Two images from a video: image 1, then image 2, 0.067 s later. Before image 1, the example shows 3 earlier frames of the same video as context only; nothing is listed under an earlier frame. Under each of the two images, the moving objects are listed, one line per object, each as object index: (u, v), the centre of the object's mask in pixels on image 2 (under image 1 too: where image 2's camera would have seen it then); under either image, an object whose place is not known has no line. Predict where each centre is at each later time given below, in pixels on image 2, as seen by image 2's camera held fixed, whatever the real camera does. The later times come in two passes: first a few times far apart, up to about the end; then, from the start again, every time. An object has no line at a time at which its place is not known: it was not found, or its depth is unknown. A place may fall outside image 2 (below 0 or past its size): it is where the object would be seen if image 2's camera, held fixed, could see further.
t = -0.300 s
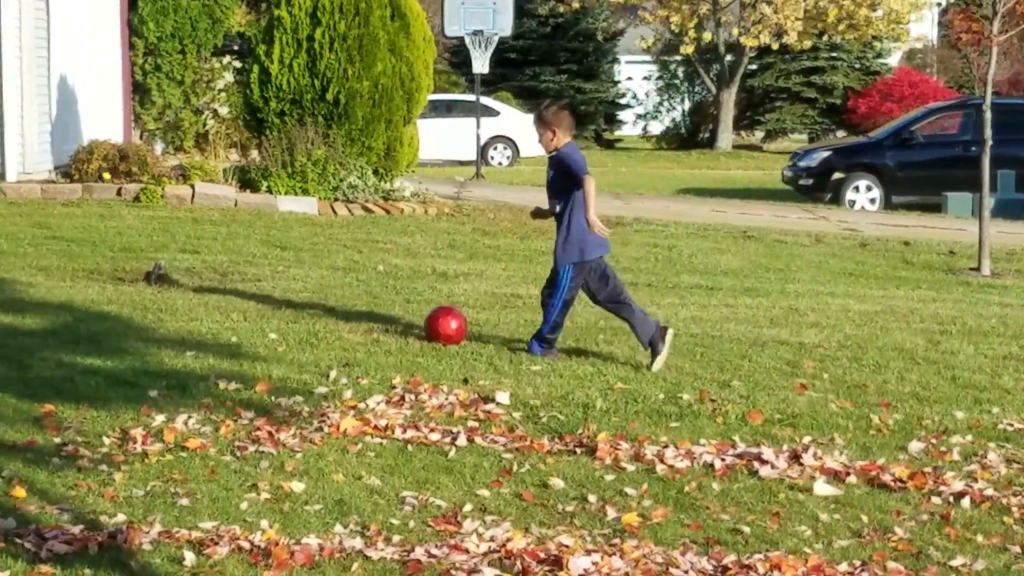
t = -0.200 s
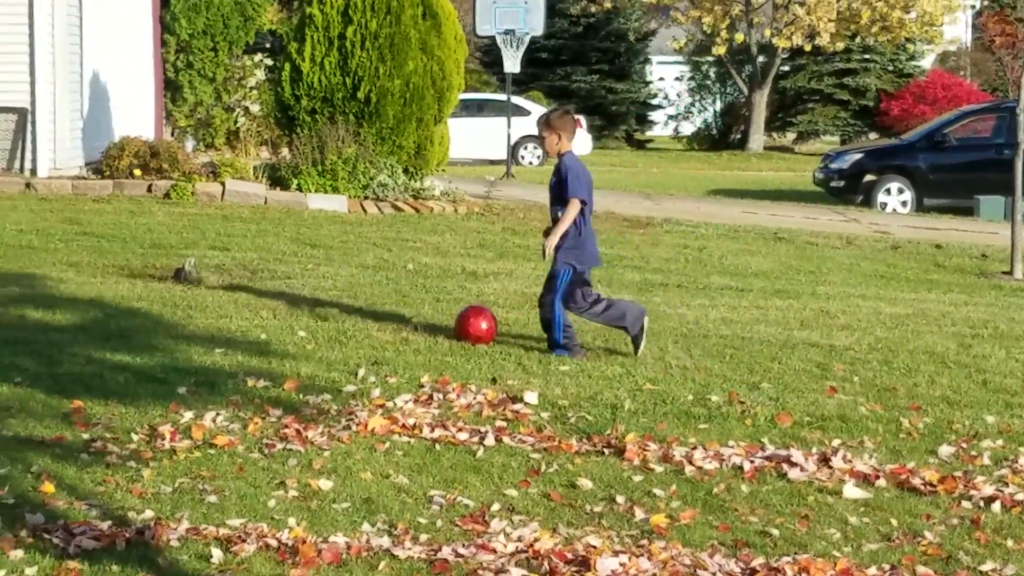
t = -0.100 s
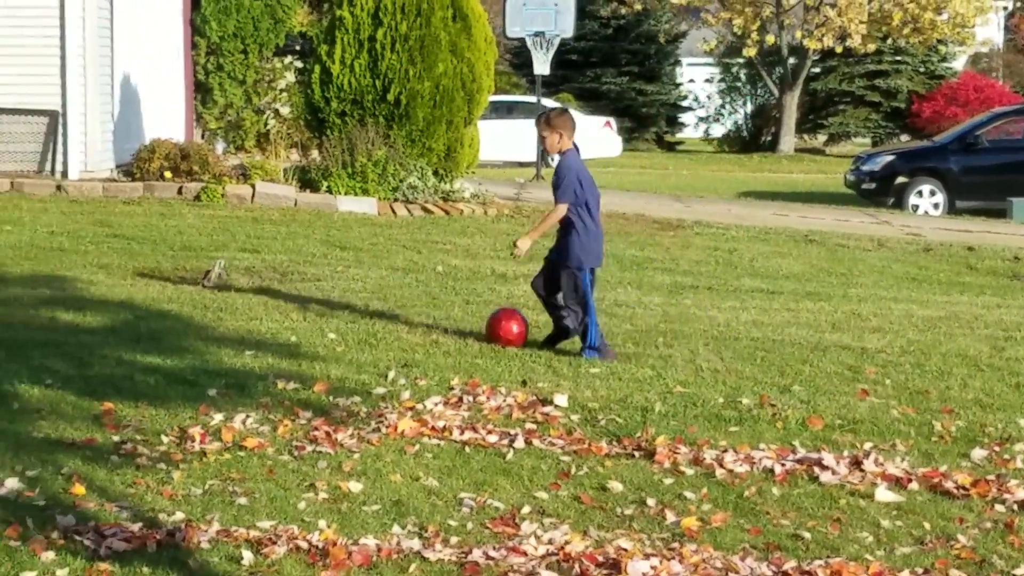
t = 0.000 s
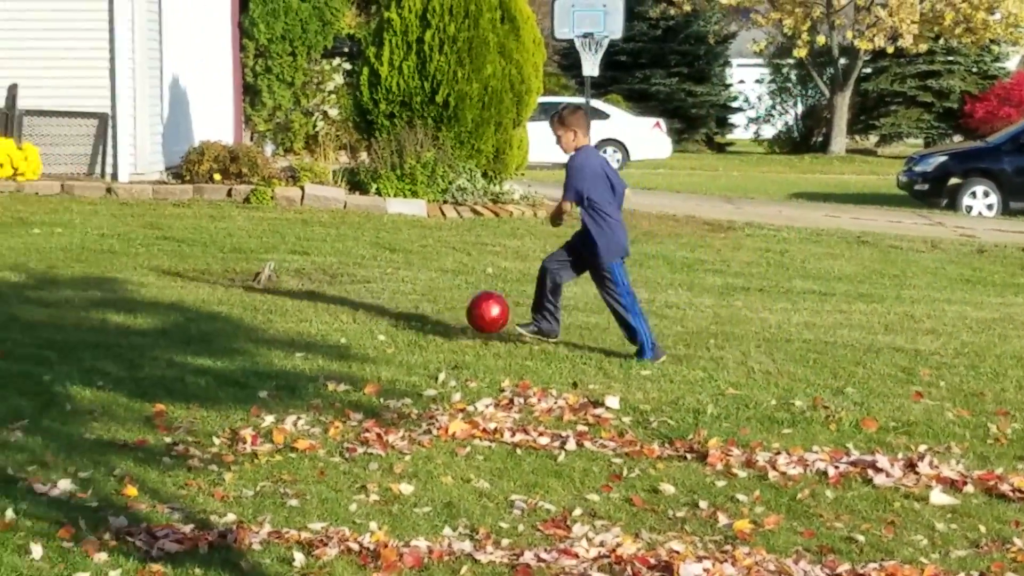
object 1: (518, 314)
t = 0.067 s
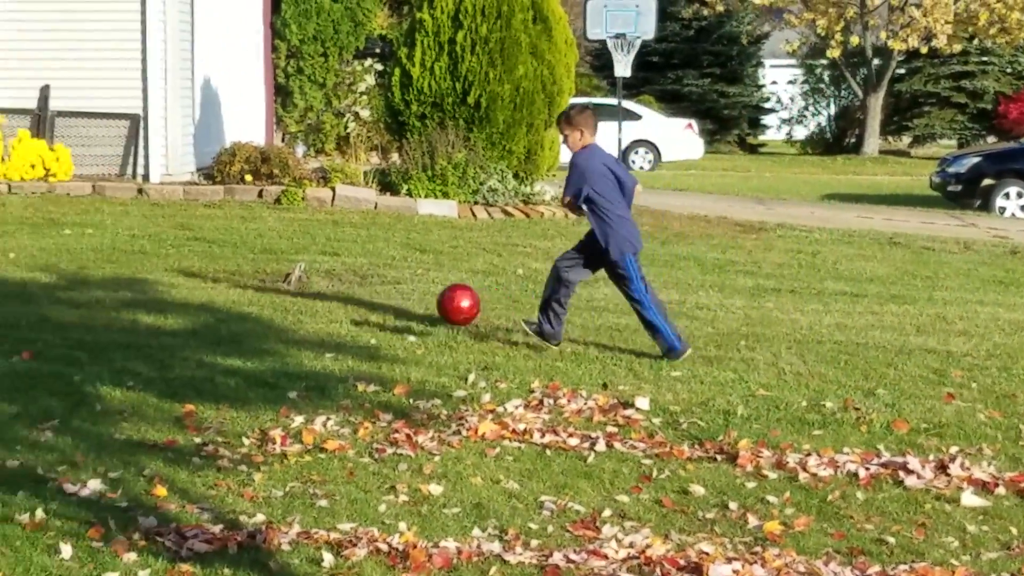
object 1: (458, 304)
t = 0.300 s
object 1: (258, 323)
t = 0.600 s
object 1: (95, 320)
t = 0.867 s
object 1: (3, 319)
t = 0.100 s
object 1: (429, 303)
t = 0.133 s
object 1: (399, 304)
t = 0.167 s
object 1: (369, 308)
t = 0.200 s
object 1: (339, 313)
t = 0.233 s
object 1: (308, 321)
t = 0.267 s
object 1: (279, 326)
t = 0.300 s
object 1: (258, 323)
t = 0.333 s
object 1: (239, 317)
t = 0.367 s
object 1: (220, 312)
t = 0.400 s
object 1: (202, 309)
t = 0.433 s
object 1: (182, 309)
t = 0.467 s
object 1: (163, 310)
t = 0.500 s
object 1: (144, 315)
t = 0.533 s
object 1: (125, 320)
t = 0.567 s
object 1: (107, 323)
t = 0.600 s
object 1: (95, 320)
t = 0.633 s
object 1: (83, 318)
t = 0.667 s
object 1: (71, 318)
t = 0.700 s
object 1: (59, 319)
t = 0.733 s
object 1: (47, 321)
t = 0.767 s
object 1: (35, 321)
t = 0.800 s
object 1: (24, 319)
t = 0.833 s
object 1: (14, 318)
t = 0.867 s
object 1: (3, 319)
